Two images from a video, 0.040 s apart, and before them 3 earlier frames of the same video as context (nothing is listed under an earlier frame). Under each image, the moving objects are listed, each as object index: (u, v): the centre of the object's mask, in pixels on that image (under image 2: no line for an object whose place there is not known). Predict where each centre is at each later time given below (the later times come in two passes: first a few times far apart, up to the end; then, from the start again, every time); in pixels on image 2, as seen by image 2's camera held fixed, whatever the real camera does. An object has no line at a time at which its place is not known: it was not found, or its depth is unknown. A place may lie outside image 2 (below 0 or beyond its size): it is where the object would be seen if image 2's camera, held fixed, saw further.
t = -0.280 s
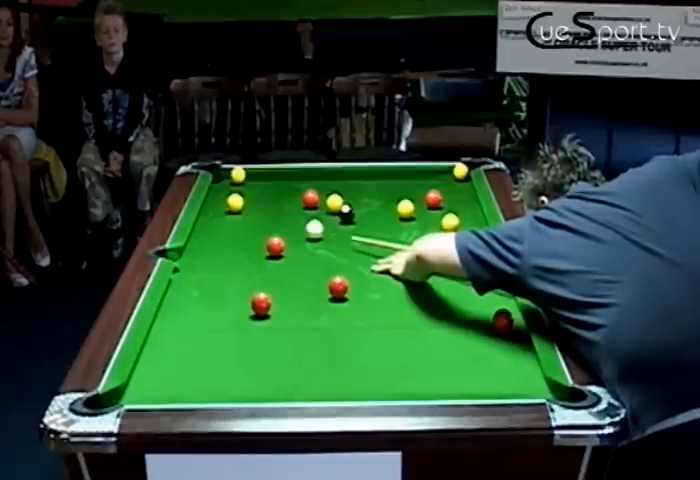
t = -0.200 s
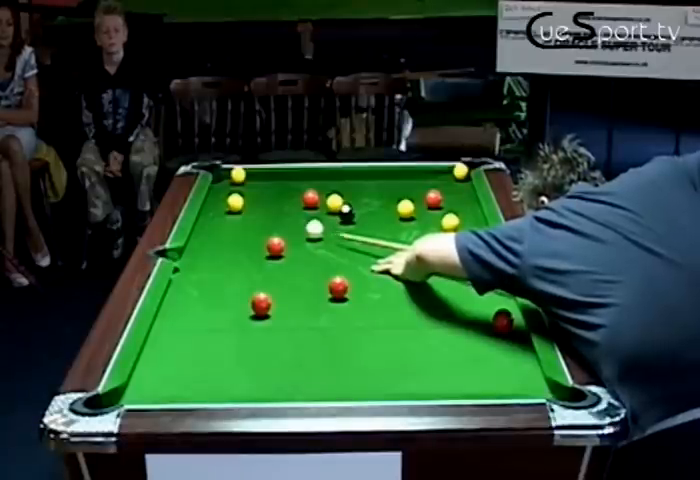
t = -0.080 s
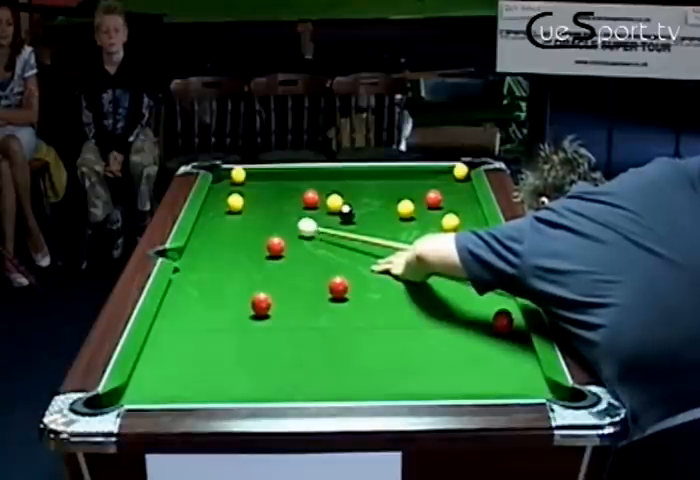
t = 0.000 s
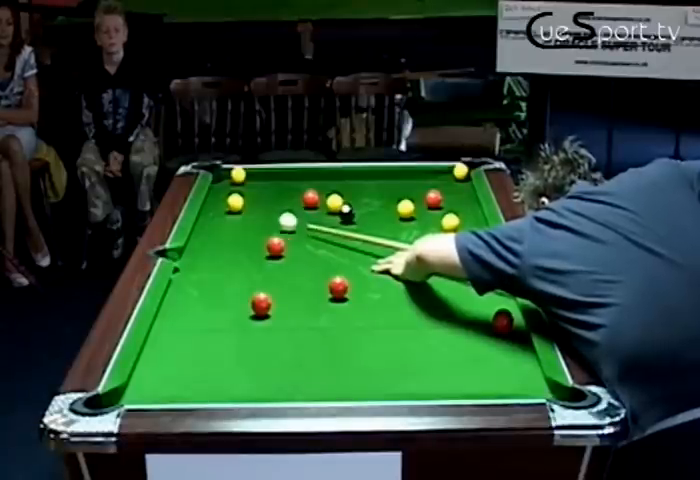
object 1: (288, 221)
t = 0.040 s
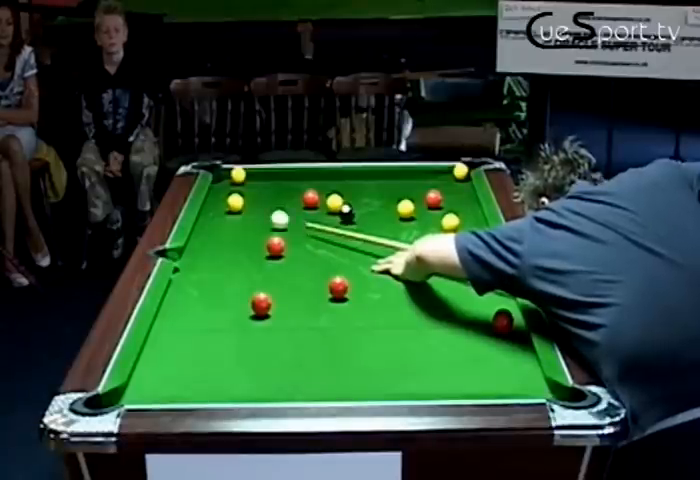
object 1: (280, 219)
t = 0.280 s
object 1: (234, 208)
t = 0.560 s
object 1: (218, 206)
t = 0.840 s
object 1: (246, 202)
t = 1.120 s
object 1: (271, 199)
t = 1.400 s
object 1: (294, 196)
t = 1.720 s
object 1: (317, 190)
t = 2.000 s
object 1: (331, 189)
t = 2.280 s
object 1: (344, 189)
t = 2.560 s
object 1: (355, 187)
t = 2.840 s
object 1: (364, 186)
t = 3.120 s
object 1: (371, 185)
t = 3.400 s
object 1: (376, 185)
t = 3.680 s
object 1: (378, 184)
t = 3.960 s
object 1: (379, 184)
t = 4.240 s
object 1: (379, 184)
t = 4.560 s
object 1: (379, 184)
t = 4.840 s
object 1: (380, 184)
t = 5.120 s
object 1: (380, 184)
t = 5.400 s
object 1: (380, 183)
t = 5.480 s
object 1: (379, 183)
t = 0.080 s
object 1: (272, 217)
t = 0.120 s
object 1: (264, 214)
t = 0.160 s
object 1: (256, 213)
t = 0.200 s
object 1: (249, 210)
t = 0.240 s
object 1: (242, 209)
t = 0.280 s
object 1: (234, 208)
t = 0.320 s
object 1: (228, 208)
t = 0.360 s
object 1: (222, 207)
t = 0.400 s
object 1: (215, 207)
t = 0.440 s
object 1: (209, 207)
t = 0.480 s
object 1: (209, 207)
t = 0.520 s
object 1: (214, 206)
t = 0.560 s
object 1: (218, 206)
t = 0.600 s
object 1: (222, 205)
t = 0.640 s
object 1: (226, 205)
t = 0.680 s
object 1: (230, 204)
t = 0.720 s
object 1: (234, 204)
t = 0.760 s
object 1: (238, 203)
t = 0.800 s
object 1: (242, 202)
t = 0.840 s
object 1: (246, 202)
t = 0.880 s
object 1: (250, 201)
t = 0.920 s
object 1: (253, 201)
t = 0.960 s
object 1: (257, 201)
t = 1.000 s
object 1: (261, 200)
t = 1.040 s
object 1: (264, 200)
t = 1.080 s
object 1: (267, 199)
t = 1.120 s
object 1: (271, 199)
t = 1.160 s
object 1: (274, 199)
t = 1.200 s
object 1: (278, 198)
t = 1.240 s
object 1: (281, 198)
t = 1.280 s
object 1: (284, 197)
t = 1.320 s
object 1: (288, 197)
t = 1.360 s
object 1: (291, 196)
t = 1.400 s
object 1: (294, 196)
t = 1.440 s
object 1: (296, 196)
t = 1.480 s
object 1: (299, 195)
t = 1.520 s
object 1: (301, 194)
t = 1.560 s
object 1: (303, 193)
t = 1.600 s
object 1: (306, 191)
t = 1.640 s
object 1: (310, 189)
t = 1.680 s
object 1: (314, 190)
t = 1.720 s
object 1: (317, 190)
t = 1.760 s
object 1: (319, 191)
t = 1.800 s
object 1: (321, 192)
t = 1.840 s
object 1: (322, 191)
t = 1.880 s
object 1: (324, 191)
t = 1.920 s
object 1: (326, 190)
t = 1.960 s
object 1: (328, 190)
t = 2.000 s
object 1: (331, 189)
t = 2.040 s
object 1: (333, 189)
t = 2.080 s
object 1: (335, 189)
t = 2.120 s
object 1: (337, 189)
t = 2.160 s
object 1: (339, 189)
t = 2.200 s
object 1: (341, 188)
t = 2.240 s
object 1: (343, 188)
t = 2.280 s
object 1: (344, 189)
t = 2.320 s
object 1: (346, 189)
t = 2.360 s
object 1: (347, 188)
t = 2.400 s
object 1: (349, 188)
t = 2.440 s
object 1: (351, 188)
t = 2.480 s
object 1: (352, 188)
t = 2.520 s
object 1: (354, 187)
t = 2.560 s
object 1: (355, 187)
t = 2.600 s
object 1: (357, 187)
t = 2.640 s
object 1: (358, 187)
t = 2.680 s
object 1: (359, 187)
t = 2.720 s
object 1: (360, 186)
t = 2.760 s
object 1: (362, 186)
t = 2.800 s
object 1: (363, 186)
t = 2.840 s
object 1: (364, 186)
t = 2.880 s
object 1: (365, 186)
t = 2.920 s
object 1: (366, 186)
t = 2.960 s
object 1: (367, 186)
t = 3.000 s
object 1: (368, 186)
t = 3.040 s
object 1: (369, 185)
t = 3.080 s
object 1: (370, 185)
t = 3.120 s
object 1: (371, 185)
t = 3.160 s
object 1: (372, 185)
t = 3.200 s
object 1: (373, 185)
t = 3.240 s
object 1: (373, 185)
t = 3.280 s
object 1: (374, 185)
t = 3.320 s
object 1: (375, 185)
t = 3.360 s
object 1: (375, 185)
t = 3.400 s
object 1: (376, 185)
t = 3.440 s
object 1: (376, 185)
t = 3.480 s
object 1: (377, 185)
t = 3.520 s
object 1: (377, 185)
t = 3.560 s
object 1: (377, 184)
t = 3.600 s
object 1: (378, 185)
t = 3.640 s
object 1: (378, 184)
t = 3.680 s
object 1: (378, 184)
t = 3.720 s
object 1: (378, 184)
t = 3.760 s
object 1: (379, 184)
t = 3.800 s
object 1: (379, 184)
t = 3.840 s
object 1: (379, 184)
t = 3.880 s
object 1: (379, 184)
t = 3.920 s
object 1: (379, 184)
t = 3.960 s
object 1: (379, 184)
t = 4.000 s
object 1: (379, 184)
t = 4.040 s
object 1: (379, 184)
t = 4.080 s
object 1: (379, 184)
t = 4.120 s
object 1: (379, 184)
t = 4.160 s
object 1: (379, 184)
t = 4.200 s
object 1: (379, 184)
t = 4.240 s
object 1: (379, 184)
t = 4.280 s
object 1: (379, 184)
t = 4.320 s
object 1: (379, 184)
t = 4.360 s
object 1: (379, 184)
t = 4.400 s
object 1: (379, 184)
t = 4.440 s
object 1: (379, 184)
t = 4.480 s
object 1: (379, 184)
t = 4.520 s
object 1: (379, 184)
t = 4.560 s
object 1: (379, 184)
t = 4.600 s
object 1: (379, 184)
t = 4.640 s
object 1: (380, 184)
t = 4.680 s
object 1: (380, 184)
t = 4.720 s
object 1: (380, 184)
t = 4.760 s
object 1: (380, 184)
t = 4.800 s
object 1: (380, 184)
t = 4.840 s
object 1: (380, 184)
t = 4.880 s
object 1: (380, 184)
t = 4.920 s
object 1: (380, 184)
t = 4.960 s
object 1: (380, 184)
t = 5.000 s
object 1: (380, 183)
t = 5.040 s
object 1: (380, 184)
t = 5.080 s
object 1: (380, 184)
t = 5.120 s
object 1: (380, 184)
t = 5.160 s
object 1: (380, 184)
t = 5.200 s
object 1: (380, 183)
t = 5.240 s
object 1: (380, 184)
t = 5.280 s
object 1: (379, 183)
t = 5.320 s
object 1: (380, 183)
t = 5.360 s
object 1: (380, 183)
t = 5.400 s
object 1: (380, 183)
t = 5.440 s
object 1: (380, 183)
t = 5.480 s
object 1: (379, 183)
